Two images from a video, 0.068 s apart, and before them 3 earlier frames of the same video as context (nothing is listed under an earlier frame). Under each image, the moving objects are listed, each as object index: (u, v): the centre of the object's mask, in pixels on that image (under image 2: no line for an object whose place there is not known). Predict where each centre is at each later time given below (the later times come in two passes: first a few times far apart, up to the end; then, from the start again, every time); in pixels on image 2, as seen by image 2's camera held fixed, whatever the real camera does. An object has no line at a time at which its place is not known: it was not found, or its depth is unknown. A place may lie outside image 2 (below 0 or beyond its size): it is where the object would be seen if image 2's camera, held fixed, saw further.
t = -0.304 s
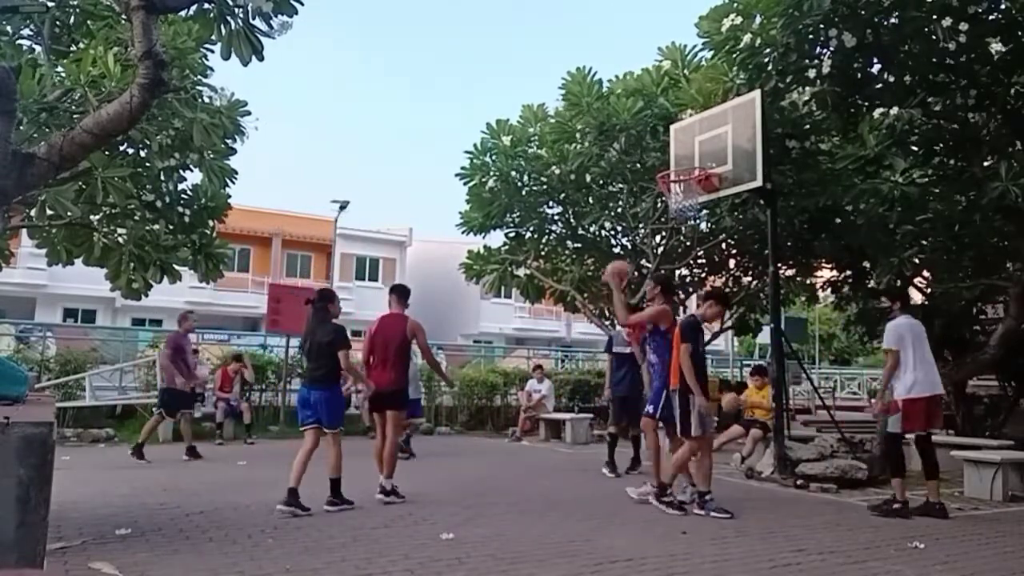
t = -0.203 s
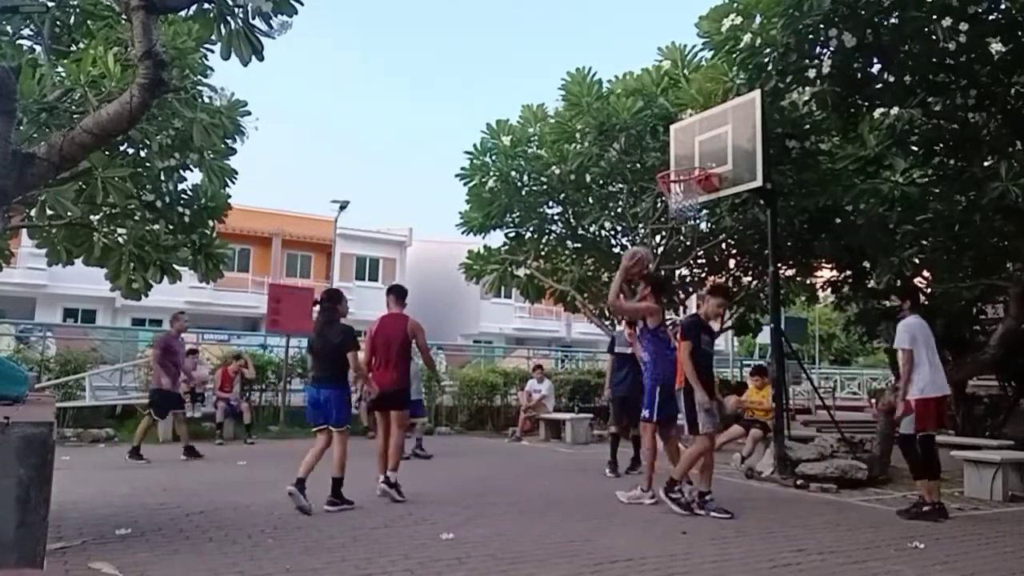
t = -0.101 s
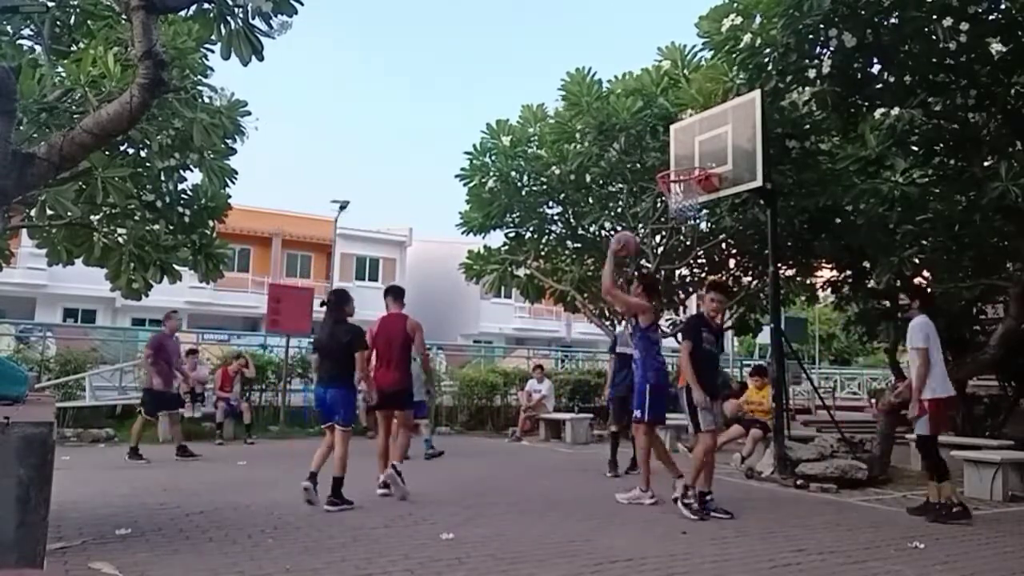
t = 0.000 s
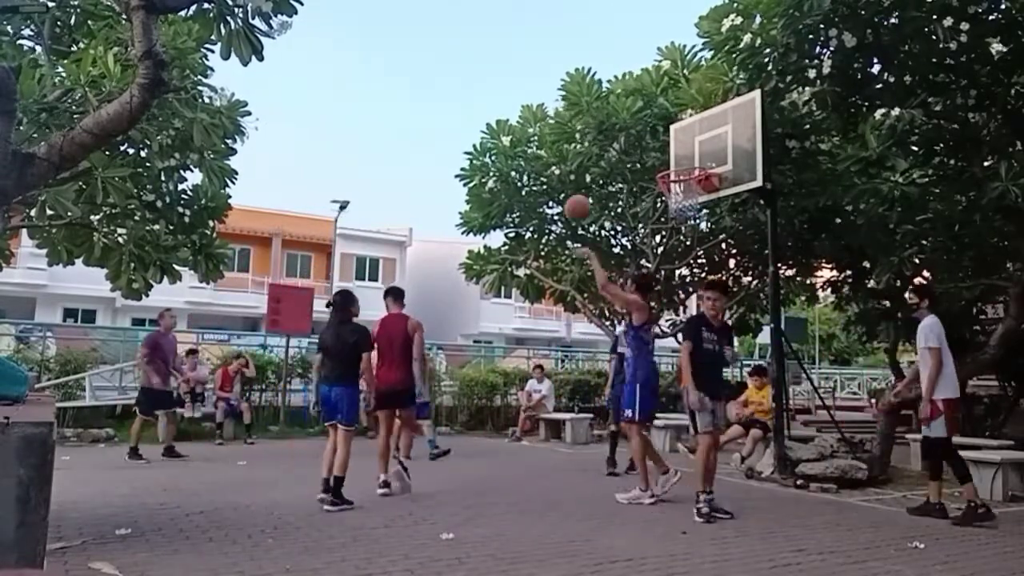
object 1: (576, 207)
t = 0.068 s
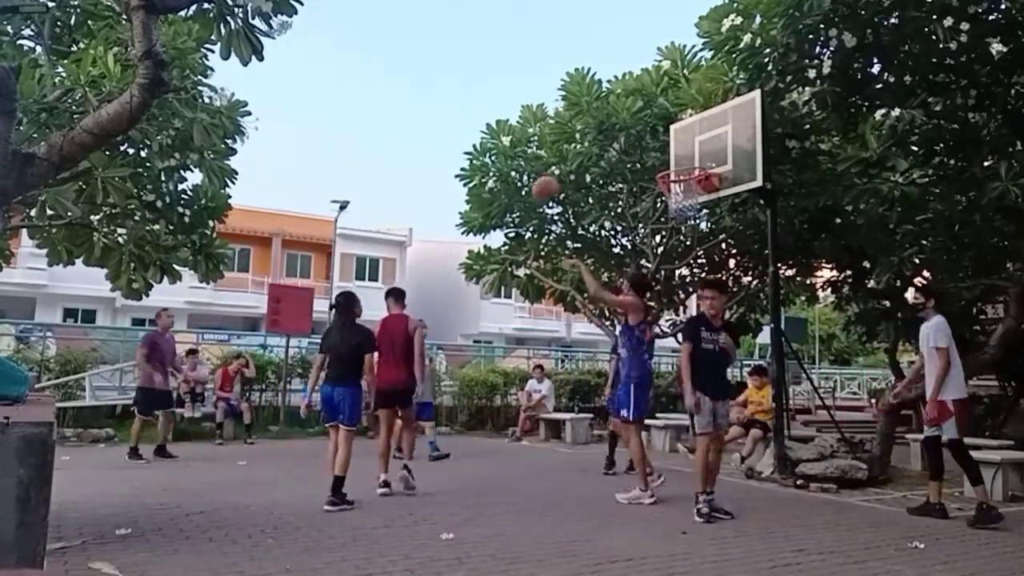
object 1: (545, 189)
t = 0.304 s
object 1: (436, 164)
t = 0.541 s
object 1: (334, 195)
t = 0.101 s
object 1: (527, 180)
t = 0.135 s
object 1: (513, 176)
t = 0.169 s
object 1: (497, 170)
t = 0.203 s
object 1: (482, 167)
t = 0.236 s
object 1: (466, 165)
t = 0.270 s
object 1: (451, 164)
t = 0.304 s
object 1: (436, 164)
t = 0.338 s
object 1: (422, 165)
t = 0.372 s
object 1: (407, 167)
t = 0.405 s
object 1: (392, 171)
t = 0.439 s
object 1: (377, 175)
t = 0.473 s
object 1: (363, 181)
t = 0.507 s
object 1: (349, 187)
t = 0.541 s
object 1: (334, 195)
